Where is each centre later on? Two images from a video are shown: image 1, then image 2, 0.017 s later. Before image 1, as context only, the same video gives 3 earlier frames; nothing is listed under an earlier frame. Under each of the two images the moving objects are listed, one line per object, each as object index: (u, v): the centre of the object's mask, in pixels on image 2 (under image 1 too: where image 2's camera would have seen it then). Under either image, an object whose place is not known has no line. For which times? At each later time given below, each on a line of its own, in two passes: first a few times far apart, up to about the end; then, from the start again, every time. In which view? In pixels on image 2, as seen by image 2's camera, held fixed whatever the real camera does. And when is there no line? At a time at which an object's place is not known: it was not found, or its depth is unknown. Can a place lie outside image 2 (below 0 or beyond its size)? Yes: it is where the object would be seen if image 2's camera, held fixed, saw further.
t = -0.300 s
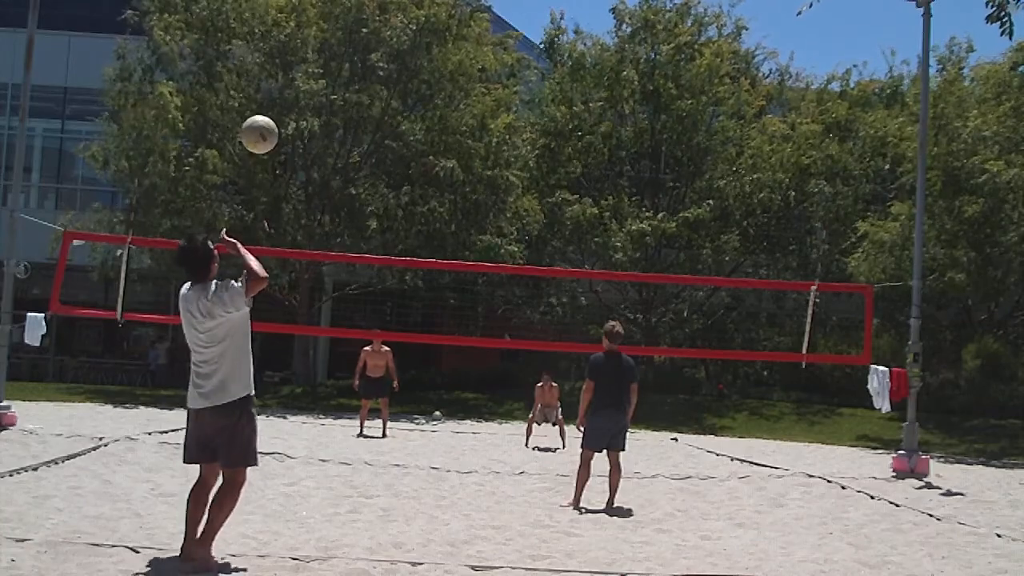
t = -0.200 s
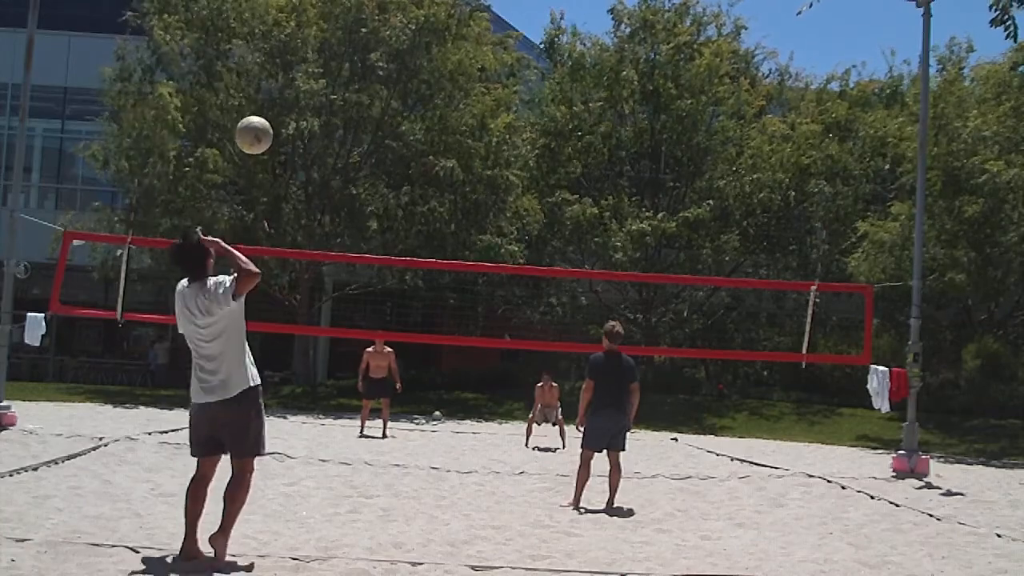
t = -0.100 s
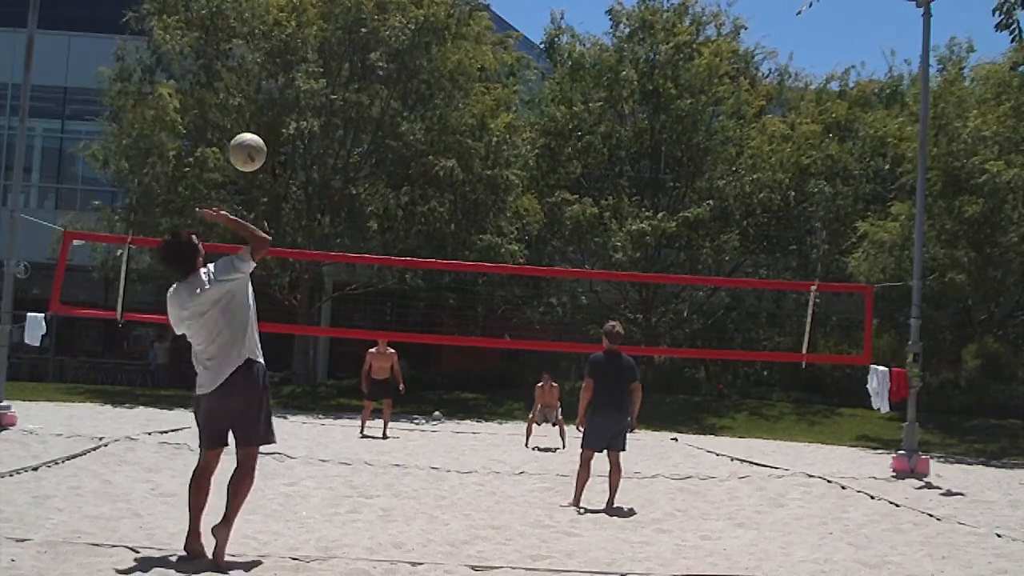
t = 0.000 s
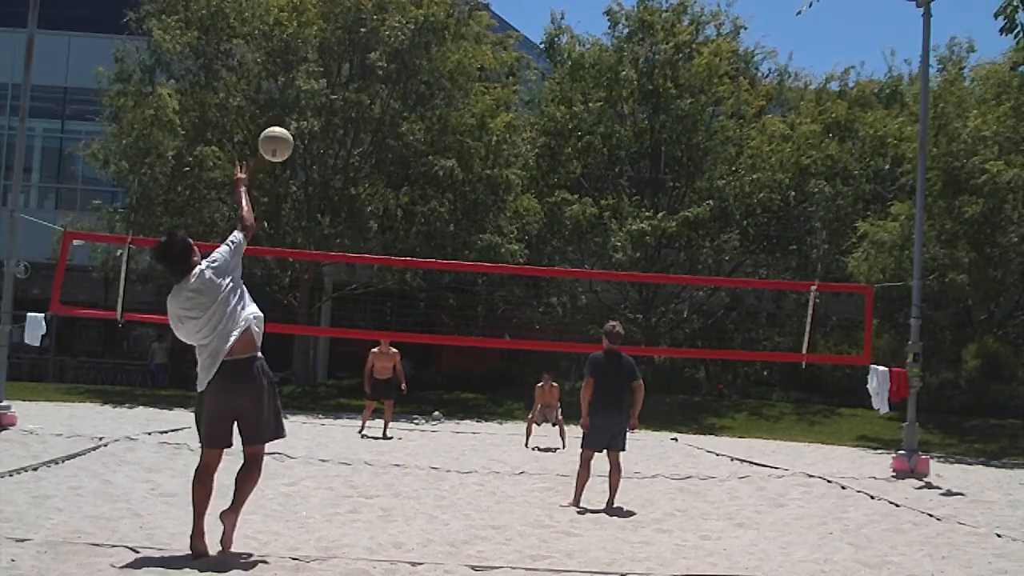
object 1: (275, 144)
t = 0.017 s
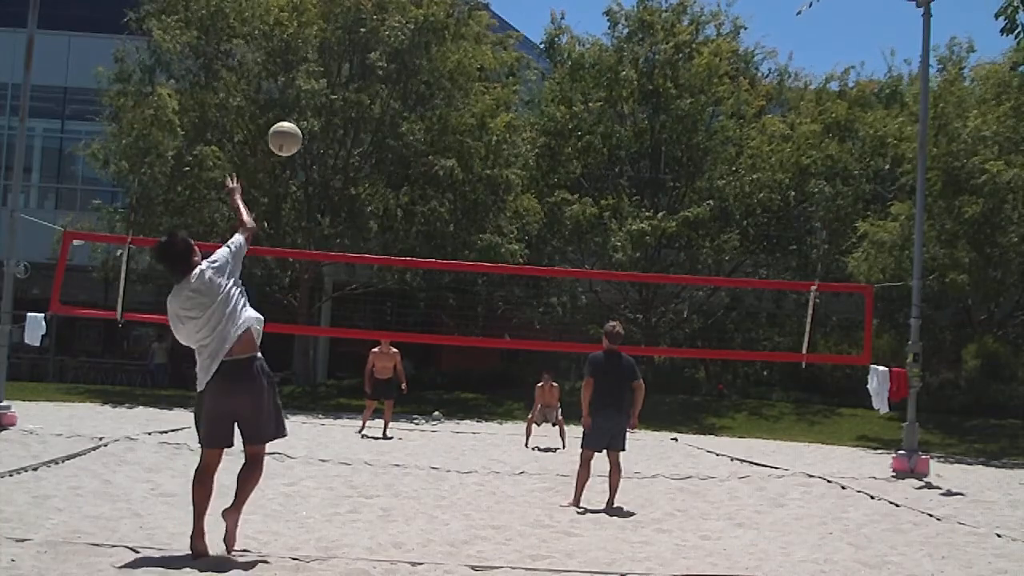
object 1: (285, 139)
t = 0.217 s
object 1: (364, 111)
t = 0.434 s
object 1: (420, 133)
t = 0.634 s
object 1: (457, 183)
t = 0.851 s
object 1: (485, 256)
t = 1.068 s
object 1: (502, 351)
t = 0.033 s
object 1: (293, 134)
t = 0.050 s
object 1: (301, 130)
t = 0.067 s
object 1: (309, 126)
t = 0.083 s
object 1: (316, 123)
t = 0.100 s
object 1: (323, 120)
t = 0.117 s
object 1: (330, 118)
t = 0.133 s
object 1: (336, 116)
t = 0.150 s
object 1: (342, 114)
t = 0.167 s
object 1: (347, 113)
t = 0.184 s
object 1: (353, 112)
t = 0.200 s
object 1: (359, 111)
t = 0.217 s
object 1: (364, 111)
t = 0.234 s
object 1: (369, 111)
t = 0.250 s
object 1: (373, 111)
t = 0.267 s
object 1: (378, 112)
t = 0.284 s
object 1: (383, 113)
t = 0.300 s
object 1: (387, 114)
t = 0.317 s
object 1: (391, 115)
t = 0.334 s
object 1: (396, 117)
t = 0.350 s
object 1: (400, 119)
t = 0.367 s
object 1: (404, 121)
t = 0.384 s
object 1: (408, 123)
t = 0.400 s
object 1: (412, 127)
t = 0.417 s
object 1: (416, 129)
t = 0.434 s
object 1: (420, 133)
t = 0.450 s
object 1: (424, 136)
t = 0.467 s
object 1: (427, 140)
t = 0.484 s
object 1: (431, 143)
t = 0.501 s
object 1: (434, 148)
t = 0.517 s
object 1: (437, 152)
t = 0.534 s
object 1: (440, 156)
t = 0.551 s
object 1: (443, 160)
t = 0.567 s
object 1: (446, 165)
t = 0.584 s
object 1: (449, 169)
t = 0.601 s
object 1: (452, 174)
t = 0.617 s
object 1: (454, 179)
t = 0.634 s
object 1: (457, 183)
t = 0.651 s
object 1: (460, 188)
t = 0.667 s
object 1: (462, 193)
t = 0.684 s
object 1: (465, 199)
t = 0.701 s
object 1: (467, 204)
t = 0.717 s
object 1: (470, 209)
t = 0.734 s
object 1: (472, 215)
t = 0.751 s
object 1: (474, 220)
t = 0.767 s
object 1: (476, 226)
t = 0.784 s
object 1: (478, 232)
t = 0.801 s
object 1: (480, 238)
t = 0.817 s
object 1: (481, 244)
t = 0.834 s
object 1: (483, 250)
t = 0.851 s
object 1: (485, 256)
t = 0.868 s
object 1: (487, 259)
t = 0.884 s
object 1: (488, 275)
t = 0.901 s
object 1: (489, 278)
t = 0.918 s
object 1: (491, 283)
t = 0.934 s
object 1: (492, 289)
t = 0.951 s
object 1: (493, 296)
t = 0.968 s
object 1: (495, 303)
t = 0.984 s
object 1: (496, 310)
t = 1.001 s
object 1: (497, 317)
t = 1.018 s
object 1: (499, 325)
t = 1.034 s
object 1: (500, 332)
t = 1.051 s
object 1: (501, 336)
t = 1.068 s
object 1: (502, 351)
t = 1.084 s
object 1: (503, 355)
